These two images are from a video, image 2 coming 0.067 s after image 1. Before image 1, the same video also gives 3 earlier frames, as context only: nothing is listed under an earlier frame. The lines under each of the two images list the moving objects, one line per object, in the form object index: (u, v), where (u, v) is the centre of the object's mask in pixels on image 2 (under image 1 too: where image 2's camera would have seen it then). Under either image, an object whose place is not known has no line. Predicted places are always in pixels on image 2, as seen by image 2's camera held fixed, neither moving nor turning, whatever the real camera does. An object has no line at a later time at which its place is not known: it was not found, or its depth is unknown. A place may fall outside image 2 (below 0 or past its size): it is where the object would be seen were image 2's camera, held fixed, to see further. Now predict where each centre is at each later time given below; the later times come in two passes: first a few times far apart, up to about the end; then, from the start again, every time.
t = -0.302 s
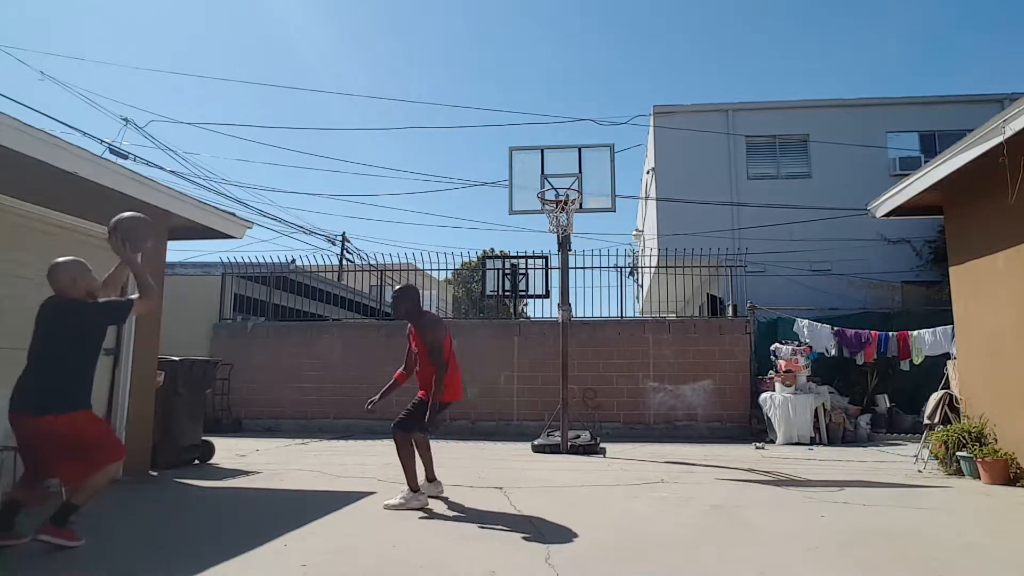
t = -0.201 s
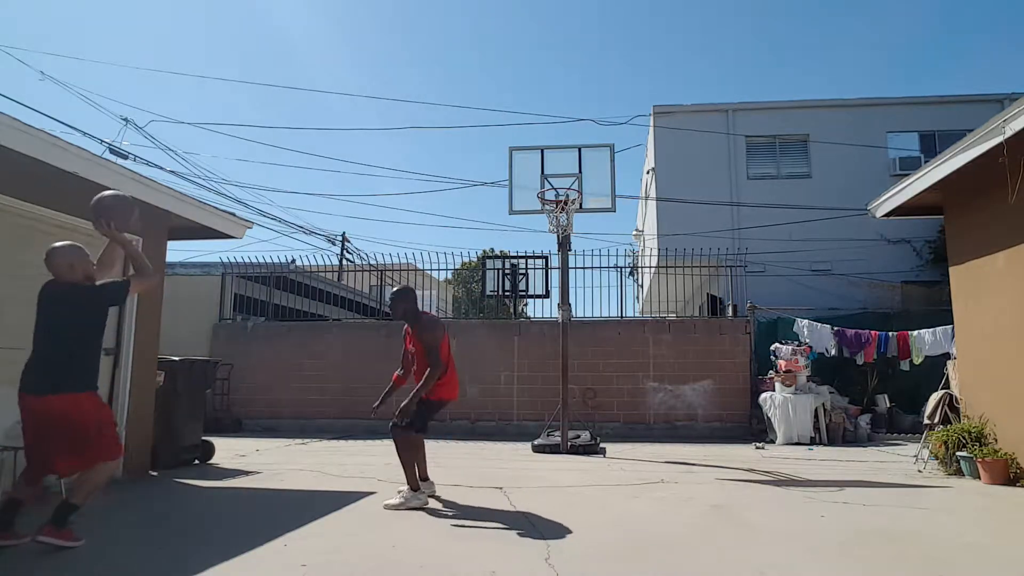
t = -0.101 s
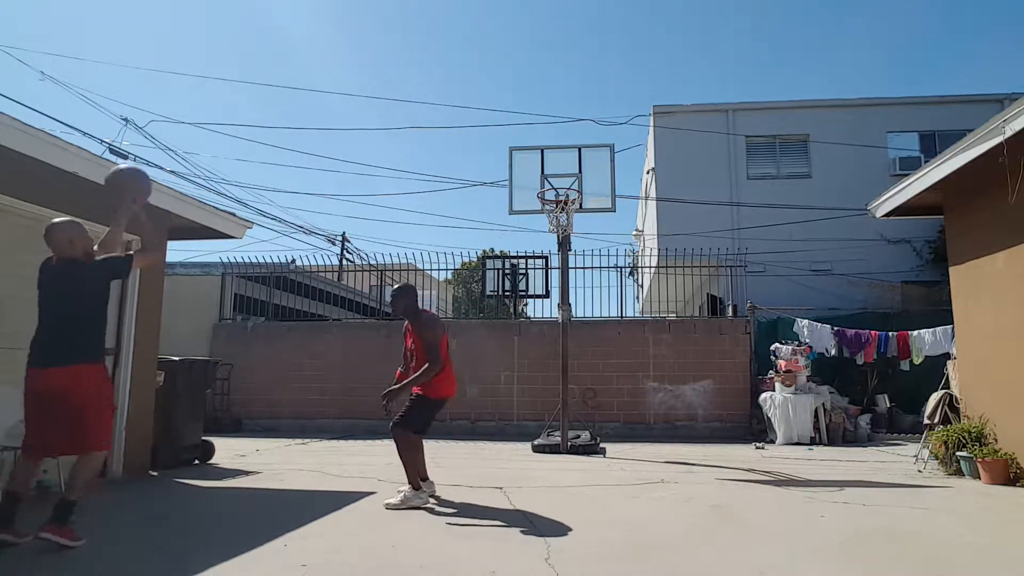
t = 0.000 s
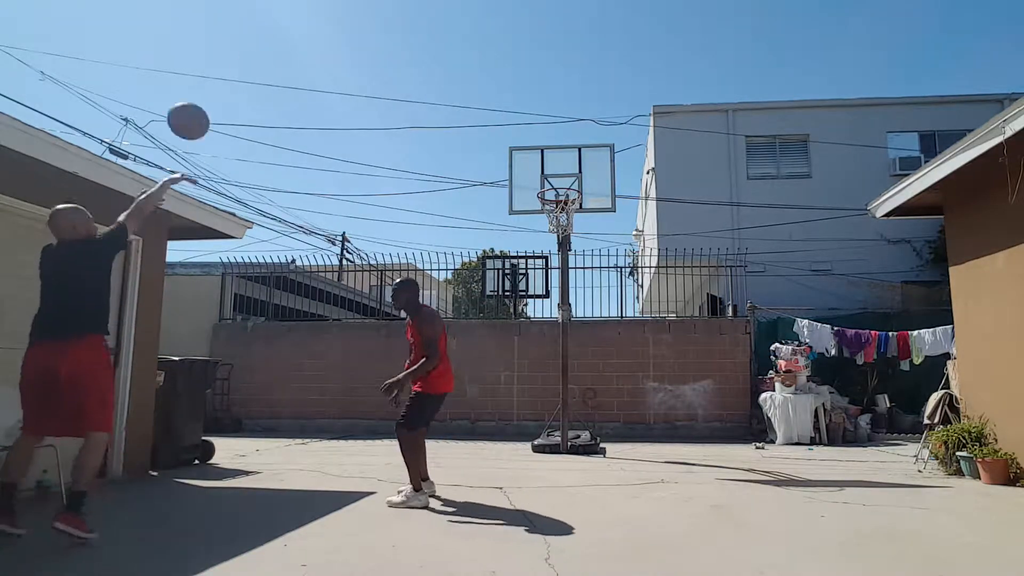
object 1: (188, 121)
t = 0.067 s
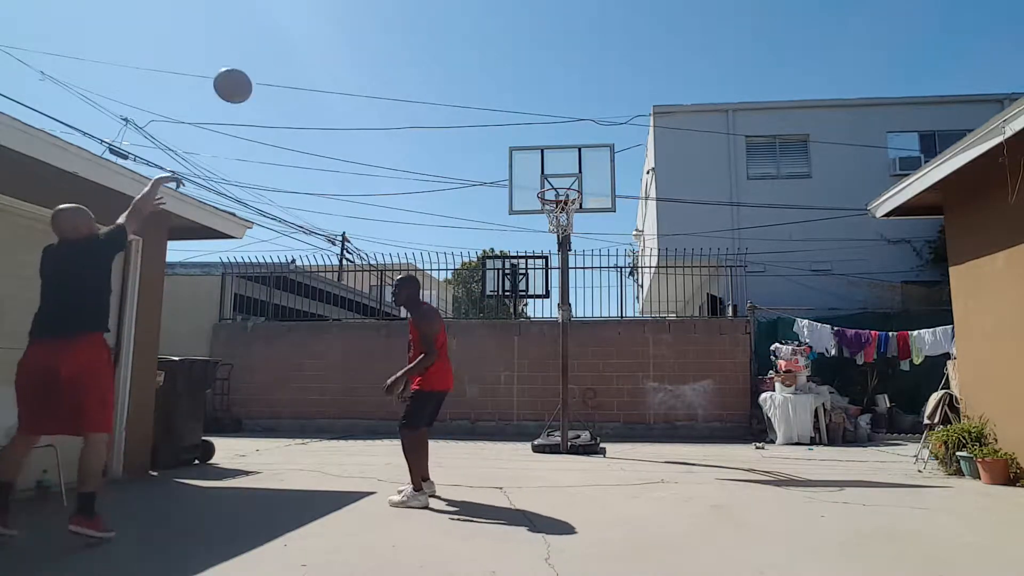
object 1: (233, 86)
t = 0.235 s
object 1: (322, 36)
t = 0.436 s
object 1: (402, 27)
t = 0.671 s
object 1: (472, 66)
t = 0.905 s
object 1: (527, 142)
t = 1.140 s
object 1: (569, 219)
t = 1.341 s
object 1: (580, 228)
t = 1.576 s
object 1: (590, 284)
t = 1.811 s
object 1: (603, 393)
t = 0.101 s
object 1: (253, 71)
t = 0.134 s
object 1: (272, 60)
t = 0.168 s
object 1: (289, 50)
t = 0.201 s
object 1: (306, 42)
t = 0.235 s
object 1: (322, 36)
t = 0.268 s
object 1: (337, 31)
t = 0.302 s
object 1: (351, 28)
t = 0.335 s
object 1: (365, 26)
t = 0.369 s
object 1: (378, 25)
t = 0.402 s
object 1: (390, 26)
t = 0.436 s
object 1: (402, 27)
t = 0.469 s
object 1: (413, 30)
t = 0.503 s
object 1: (424, 34)
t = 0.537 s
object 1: (434, 39)
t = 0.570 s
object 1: (444, 44)
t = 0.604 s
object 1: (454, 51)
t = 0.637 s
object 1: (463, 58)
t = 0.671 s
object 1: (472, 66)
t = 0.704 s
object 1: (480, 75)
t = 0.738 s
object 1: (489, 84)
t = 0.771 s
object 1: (497, 94)
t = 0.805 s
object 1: (504, 105)
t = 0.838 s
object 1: (512, 116)
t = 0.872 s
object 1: (519, 129)
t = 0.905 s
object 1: (527, 142)
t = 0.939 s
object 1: (534, 155)
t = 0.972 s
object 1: (541, 169)
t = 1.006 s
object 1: (547, 184)
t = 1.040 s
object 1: (554, 197)
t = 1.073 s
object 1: (558, 205)
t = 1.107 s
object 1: (563, 201)
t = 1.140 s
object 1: (569, 219)
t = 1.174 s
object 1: (570, 220)
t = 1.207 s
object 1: (571, 220)
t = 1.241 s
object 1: (574, 221)
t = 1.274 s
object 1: (577, 222)
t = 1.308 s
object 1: (579, 225)
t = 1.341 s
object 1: (580, 228)
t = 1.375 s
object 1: (580, 232)
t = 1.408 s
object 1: (582, 238)
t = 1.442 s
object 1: (583, 245)
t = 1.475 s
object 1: (585, 253)
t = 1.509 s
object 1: (587, 262)
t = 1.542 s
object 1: (589, 273)
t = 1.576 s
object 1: (590, 284)
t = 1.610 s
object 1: (592, 297)
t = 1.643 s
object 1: (595, 311)
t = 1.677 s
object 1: (595, 322)
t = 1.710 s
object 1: (597, 338)
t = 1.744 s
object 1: (599, 355)
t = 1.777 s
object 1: (602, 373)
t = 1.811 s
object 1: (603, 393)
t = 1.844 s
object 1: (605, 414)
